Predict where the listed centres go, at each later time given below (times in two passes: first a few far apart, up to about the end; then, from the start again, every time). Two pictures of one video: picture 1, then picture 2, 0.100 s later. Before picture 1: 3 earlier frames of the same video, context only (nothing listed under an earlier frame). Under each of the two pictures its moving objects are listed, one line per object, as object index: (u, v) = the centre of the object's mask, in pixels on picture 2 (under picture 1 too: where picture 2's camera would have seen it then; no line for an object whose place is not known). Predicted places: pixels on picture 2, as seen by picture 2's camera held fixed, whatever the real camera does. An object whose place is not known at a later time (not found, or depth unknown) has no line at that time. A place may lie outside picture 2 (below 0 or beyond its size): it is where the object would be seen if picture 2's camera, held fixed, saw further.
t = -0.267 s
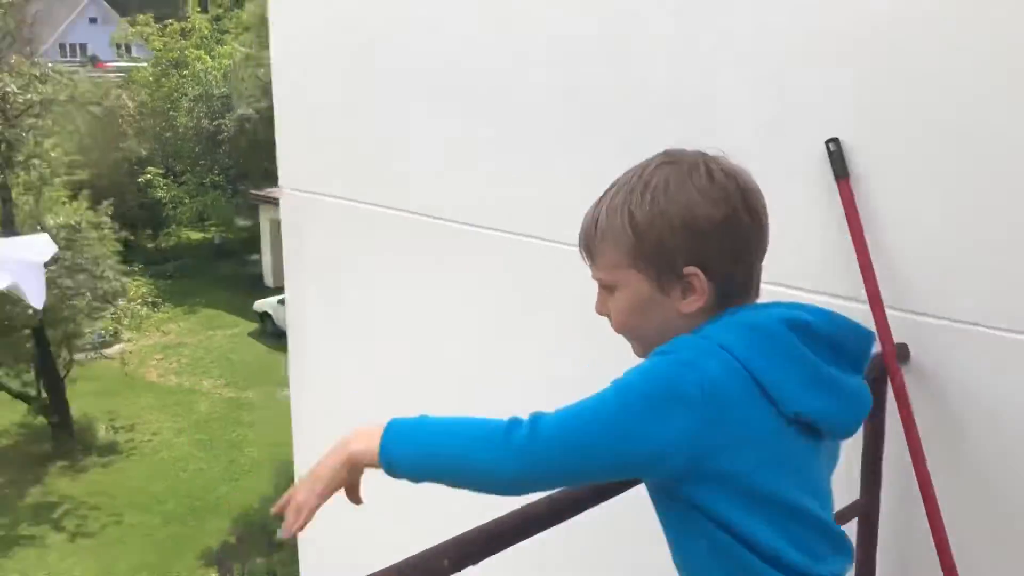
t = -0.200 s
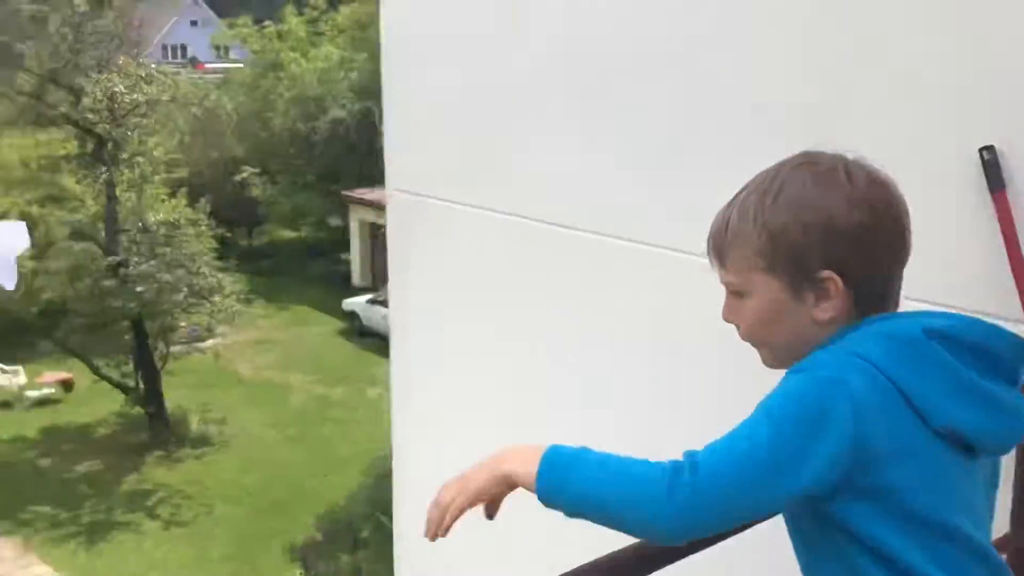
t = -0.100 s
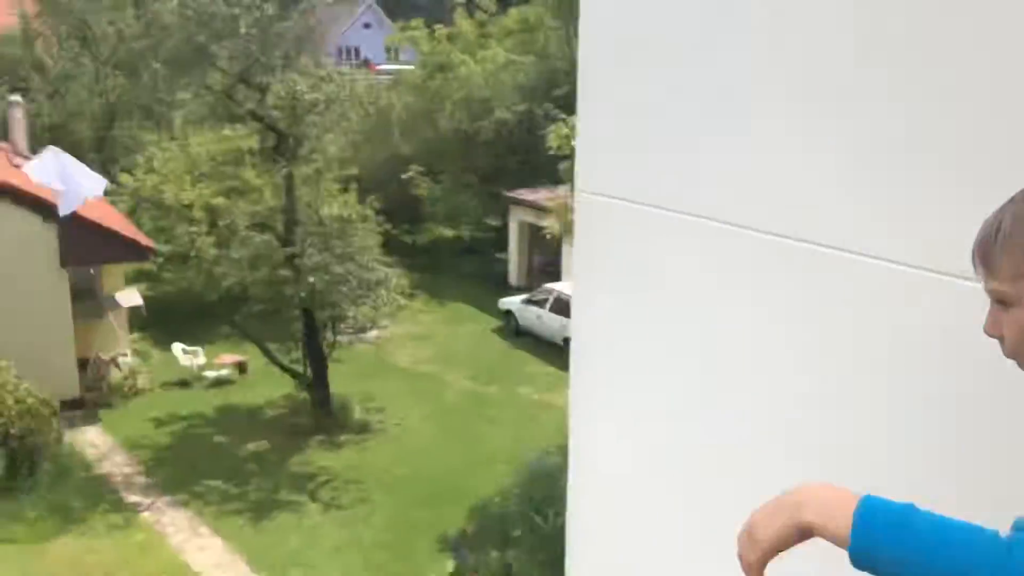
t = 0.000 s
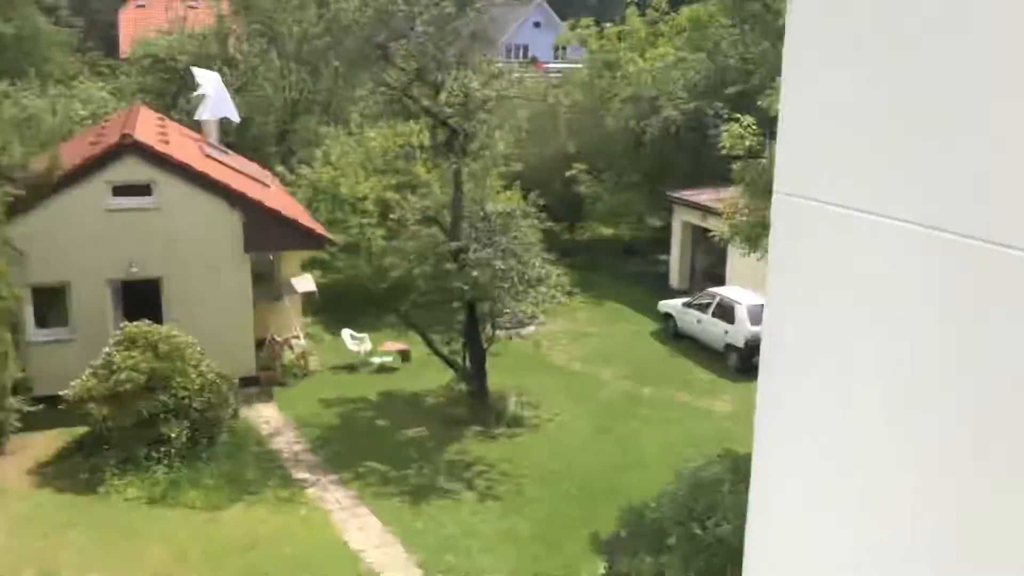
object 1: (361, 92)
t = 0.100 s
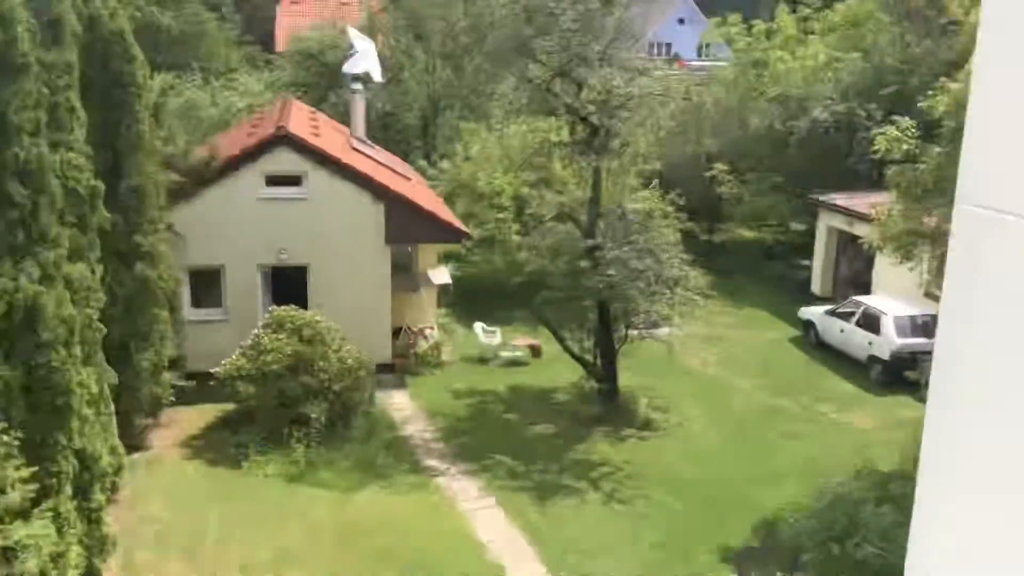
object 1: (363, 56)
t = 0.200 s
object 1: (374, 50)
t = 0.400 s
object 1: (387, 89)
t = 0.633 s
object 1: (378, 147)
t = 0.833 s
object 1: (393, 175)
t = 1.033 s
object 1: (454, 244)
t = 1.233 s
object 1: (538, 356)
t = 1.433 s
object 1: (647, 478)
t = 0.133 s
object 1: (366, 52)
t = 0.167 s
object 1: (370, 50)
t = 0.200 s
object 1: (374, 50)
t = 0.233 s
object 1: (378, 53)
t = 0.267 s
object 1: (381, 58)
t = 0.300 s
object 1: (384, 65)
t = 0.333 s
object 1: (387, 74)
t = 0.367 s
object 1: (387, 81)
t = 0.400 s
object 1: (387, 89)
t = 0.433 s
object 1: (389, 97)
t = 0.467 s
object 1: (389, 105)
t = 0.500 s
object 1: (387, 114)
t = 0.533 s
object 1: (386, 123)
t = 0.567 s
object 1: (384, 131)
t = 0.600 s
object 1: (377, 138)
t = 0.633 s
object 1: (378, 147)
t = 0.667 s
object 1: (376, 152)
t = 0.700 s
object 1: (374, 155)
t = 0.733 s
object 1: (375, 159)
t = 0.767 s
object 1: (377, 160)
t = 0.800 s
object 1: (386, 169)
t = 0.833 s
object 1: (393, 175)
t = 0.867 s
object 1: (401, 183)
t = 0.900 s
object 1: (409, 192)
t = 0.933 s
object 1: (419, 203)
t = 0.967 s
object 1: (430, 216)
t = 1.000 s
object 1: (441, 230)
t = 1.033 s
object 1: (454, 244)
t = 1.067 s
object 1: (466, 261)
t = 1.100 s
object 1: (479, 279)
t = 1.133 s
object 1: (493, 297)
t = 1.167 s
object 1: (507, 316)
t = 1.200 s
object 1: (521, 335)
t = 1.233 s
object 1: (538, 356)
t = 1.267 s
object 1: (553, 375)
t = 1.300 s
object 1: (571, 397)
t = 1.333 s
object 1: (589, 417)
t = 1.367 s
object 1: (608, 437)
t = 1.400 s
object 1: (627, 458)
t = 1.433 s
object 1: (647, 478)
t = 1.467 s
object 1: (668, 499)
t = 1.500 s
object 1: (690, 520)
